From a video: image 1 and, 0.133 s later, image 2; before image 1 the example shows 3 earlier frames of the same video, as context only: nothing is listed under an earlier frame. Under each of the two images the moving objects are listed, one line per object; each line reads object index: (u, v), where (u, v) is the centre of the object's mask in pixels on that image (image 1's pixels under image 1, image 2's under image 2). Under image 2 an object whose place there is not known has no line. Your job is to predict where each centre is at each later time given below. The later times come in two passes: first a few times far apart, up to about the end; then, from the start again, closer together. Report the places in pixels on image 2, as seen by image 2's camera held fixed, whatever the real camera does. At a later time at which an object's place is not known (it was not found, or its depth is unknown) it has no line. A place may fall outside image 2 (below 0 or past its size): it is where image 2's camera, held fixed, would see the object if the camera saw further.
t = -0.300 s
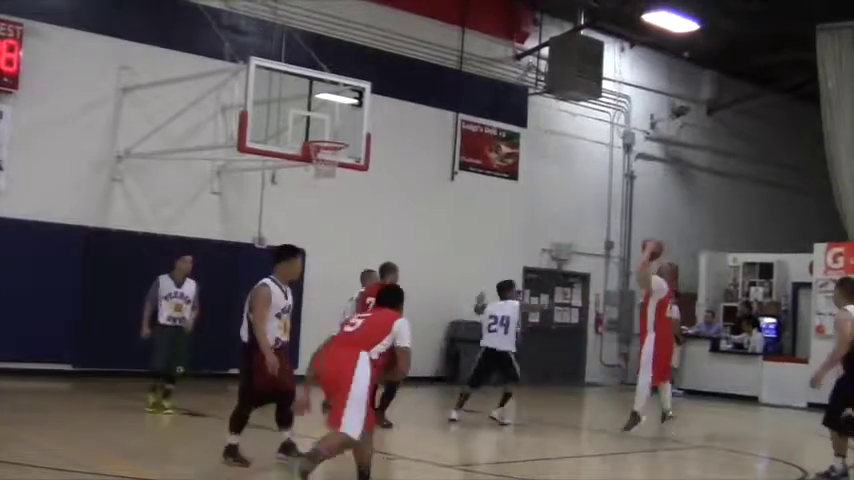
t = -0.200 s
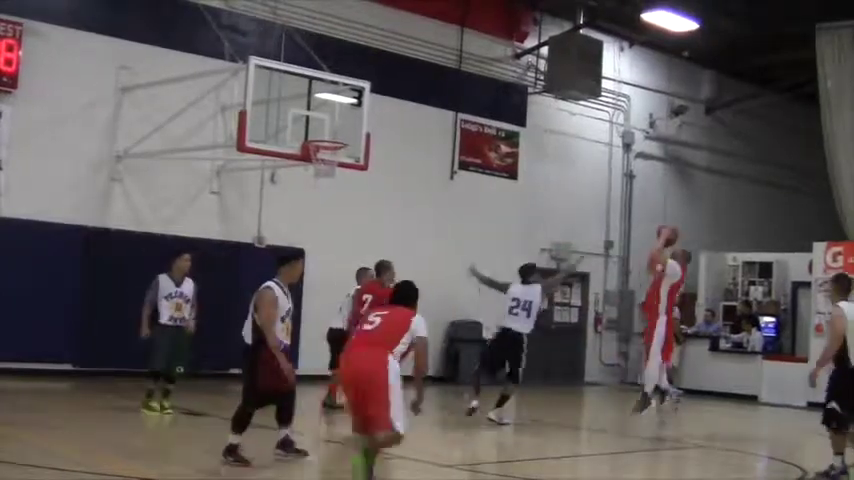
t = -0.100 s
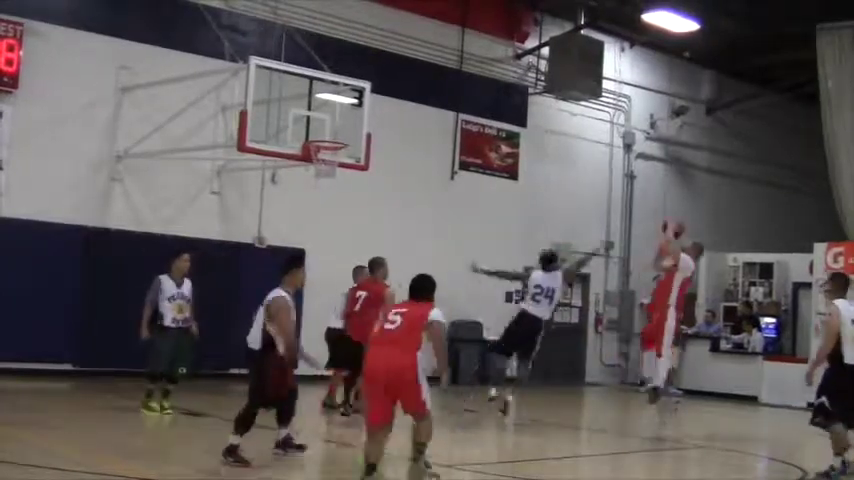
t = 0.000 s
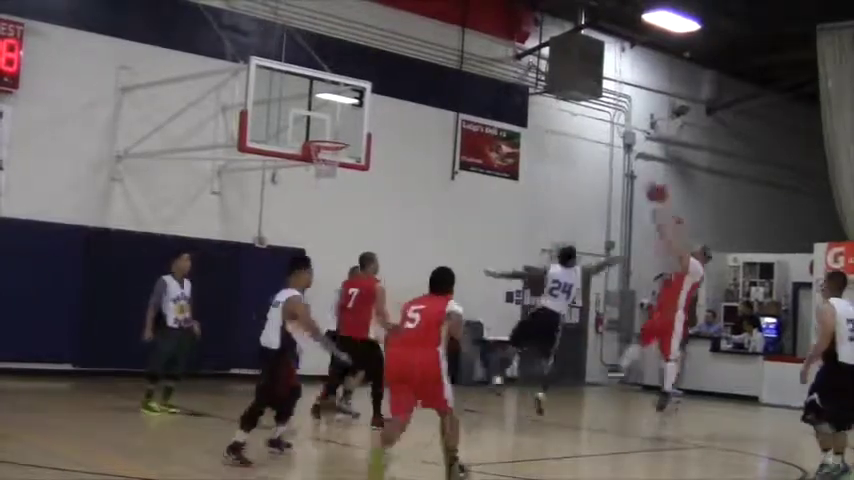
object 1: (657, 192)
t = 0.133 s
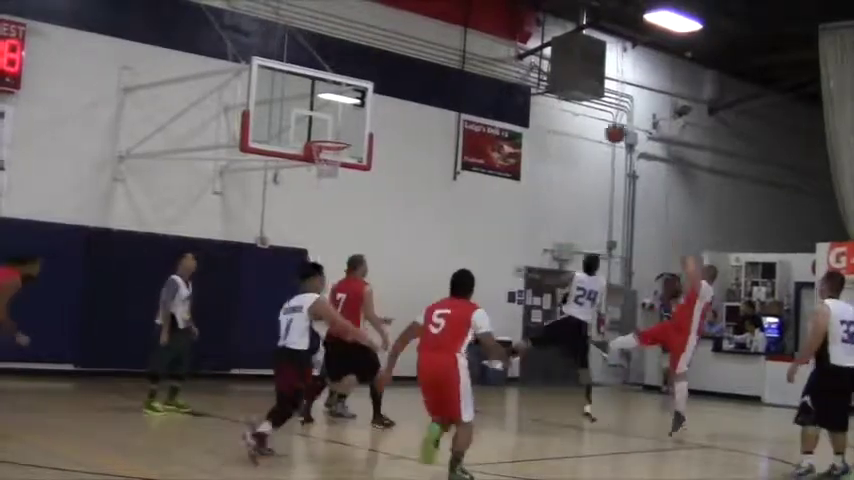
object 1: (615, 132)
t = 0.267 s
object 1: (573, 87)
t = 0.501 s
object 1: (502, 56)
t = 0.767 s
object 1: (418, 67)
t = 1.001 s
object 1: (343, 128)
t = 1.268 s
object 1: (295, 122)
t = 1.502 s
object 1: (260, 139)
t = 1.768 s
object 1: (198, 232)
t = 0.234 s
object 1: (583, 98)
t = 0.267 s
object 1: (573, 87)
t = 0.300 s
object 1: (570, 88)
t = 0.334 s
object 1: (555, 76)
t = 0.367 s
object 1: (541, 70)
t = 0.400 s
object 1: (530, 64)
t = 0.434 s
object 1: (521, 62)
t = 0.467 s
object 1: (507, 57)
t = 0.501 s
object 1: (502, 56)
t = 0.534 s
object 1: (489, 55)
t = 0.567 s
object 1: (478, 55)
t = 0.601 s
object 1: (468, 54)
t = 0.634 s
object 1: (458, 55)
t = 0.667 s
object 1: (457, 55)
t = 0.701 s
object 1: (439, 59)
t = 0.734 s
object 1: (425, 66)
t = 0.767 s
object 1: (418, 67)
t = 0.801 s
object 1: (407, 73)
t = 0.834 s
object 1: (397, 81)
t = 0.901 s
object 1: (376, 97)
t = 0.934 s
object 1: (364, 107)
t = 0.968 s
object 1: (353, 118)
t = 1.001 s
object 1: (343, 128)
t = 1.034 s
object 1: (333, 136)
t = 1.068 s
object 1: (328, 134)
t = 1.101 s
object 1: (321, 133)
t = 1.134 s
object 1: (317, 132)
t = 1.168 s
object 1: (311, 127)
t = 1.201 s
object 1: (305, 125)
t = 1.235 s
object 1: (298, 124)
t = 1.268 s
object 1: (295, 122)
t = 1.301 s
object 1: (289, 123)
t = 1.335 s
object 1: (284, 123)
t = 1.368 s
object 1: (278, 126)
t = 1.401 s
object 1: (272, 129)
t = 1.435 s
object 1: (266, 133)
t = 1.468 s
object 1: (262, 135)
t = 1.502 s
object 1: (260, 139)
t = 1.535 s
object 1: (248, 151)
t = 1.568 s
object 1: (240, 161)
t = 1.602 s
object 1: (233, 170)
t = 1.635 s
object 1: (226, 180)
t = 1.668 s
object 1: (219, 192)
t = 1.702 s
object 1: (212, 205)
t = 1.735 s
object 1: (205, 218)
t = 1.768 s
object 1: (198, 232)
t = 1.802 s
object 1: (191, 247)
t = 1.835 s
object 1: (182, 267)
